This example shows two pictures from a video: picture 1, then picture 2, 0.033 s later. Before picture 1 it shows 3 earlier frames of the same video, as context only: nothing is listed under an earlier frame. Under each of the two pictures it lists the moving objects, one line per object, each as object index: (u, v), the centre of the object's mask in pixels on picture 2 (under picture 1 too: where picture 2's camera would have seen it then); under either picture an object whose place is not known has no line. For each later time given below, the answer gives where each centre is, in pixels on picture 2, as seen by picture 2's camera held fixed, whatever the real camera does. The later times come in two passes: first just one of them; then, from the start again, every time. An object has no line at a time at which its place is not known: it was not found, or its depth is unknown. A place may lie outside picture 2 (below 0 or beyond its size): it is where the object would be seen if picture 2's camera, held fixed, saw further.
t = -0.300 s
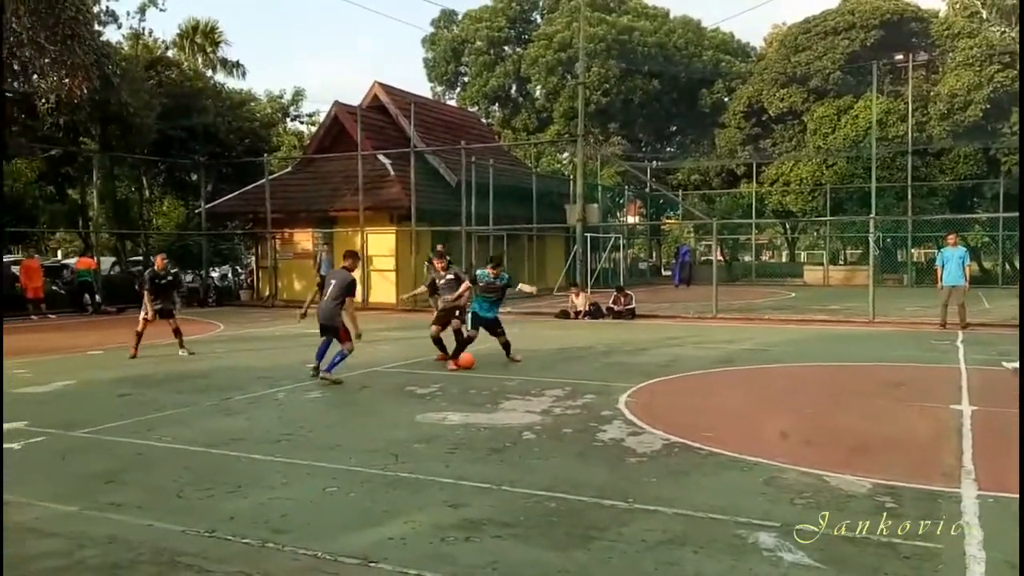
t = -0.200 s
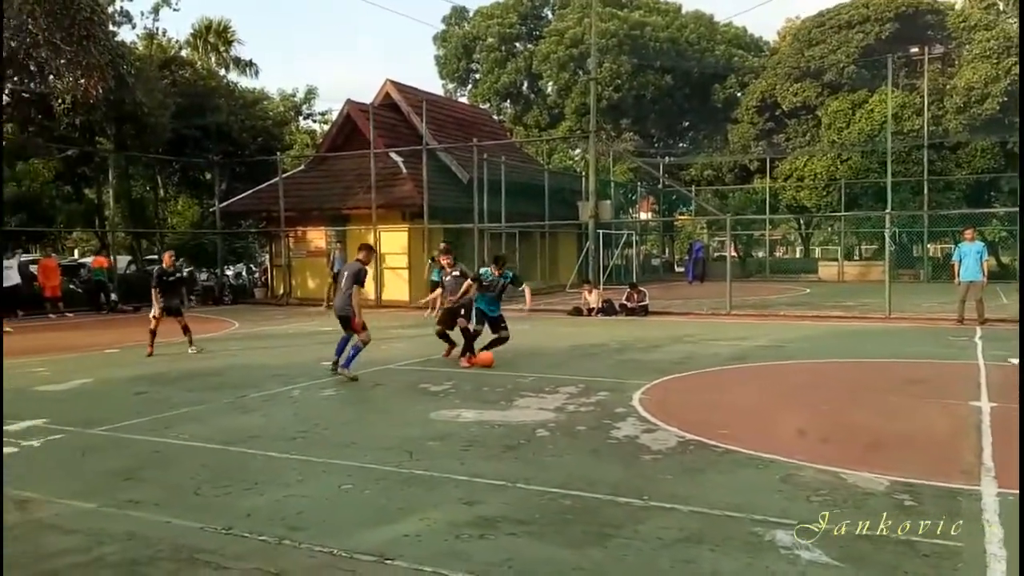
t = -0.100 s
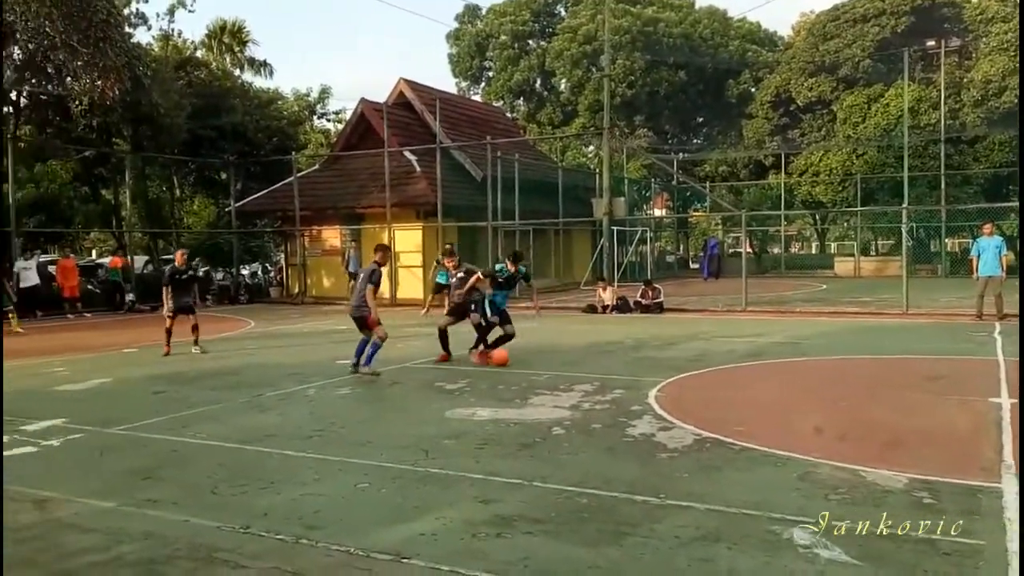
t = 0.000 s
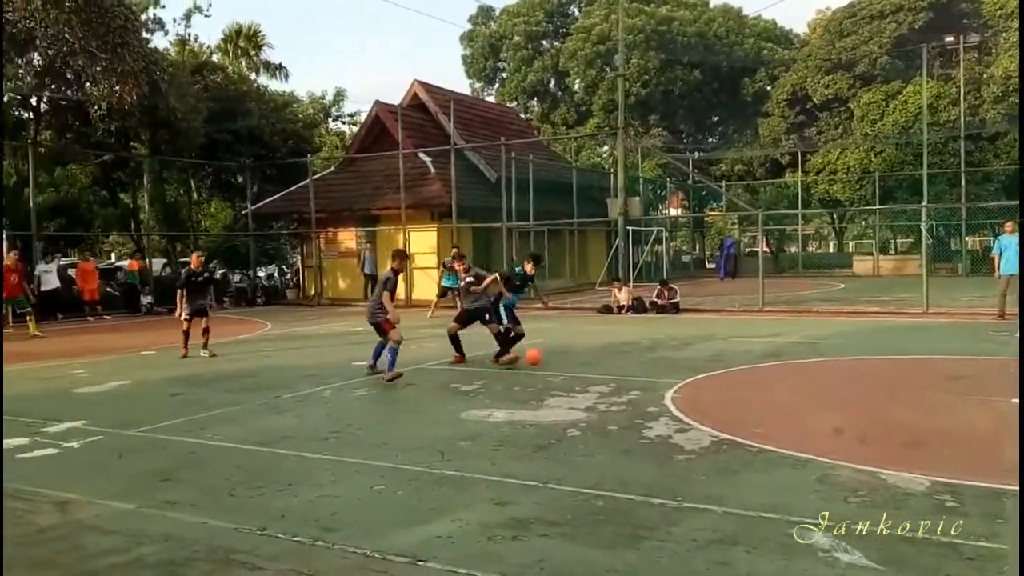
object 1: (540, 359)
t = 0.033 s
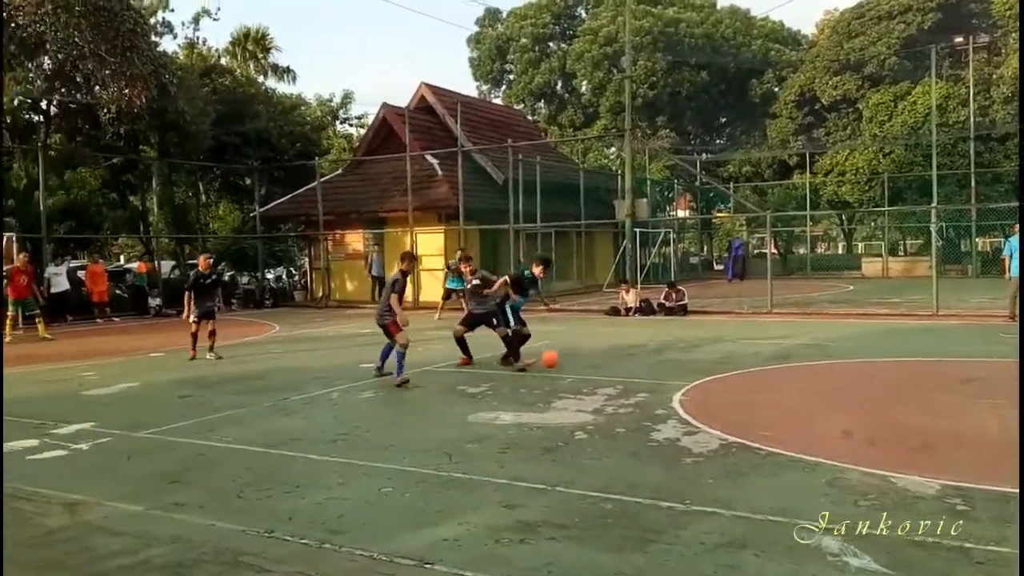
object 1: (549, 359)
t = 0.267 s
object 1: (633, 381)
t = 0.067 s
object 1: (561, 360)
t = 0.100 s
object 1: (573, 361)
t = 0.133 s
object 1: (583, 365)
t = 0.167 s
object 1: (596, 369)
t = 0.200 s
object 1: (609, 375)
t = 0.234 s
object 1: (622, 381)
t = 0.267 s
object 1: (633, 381)
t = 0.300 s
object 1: (646, 382)
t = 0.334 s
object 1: (657, 385)
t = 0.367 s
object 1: (667, 388)
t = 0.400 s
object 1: (680, 392)
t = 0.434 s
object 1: (691, 393)
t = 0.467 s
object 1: (703, 397)
